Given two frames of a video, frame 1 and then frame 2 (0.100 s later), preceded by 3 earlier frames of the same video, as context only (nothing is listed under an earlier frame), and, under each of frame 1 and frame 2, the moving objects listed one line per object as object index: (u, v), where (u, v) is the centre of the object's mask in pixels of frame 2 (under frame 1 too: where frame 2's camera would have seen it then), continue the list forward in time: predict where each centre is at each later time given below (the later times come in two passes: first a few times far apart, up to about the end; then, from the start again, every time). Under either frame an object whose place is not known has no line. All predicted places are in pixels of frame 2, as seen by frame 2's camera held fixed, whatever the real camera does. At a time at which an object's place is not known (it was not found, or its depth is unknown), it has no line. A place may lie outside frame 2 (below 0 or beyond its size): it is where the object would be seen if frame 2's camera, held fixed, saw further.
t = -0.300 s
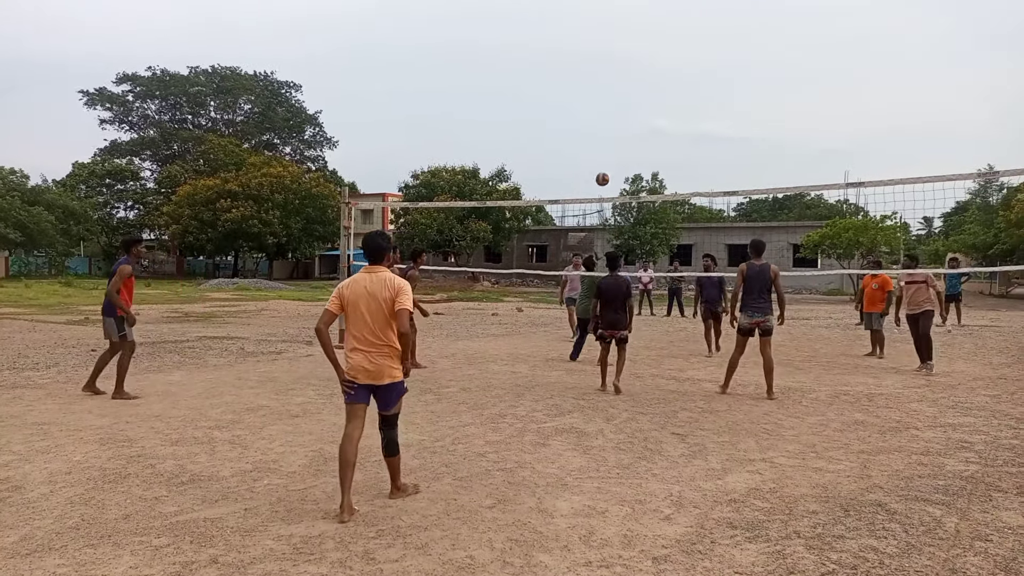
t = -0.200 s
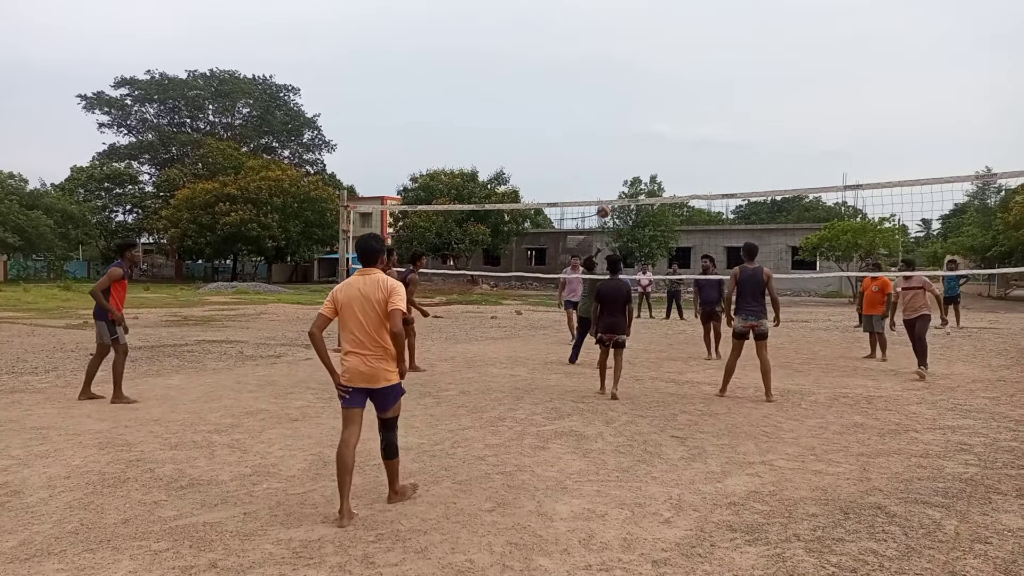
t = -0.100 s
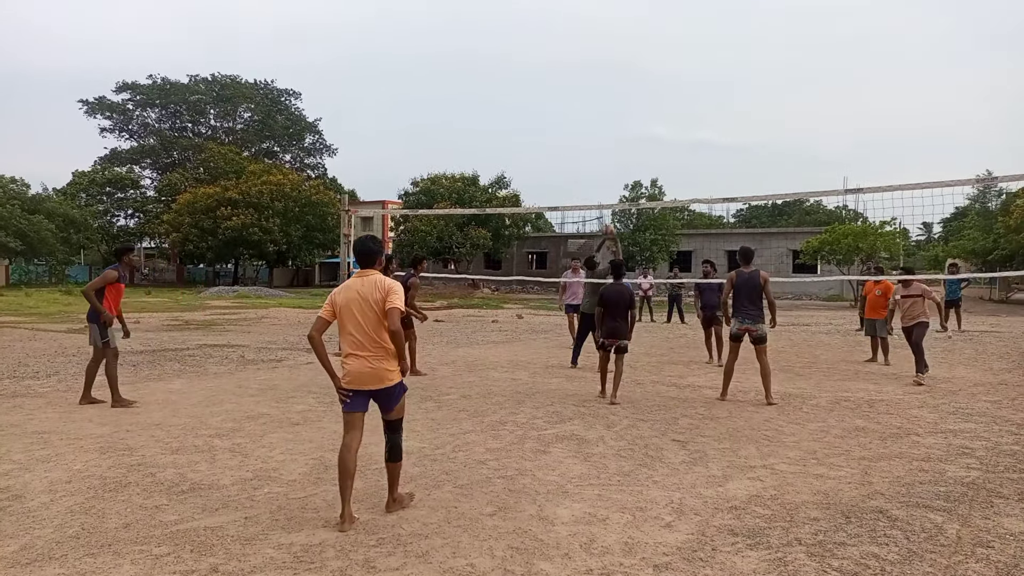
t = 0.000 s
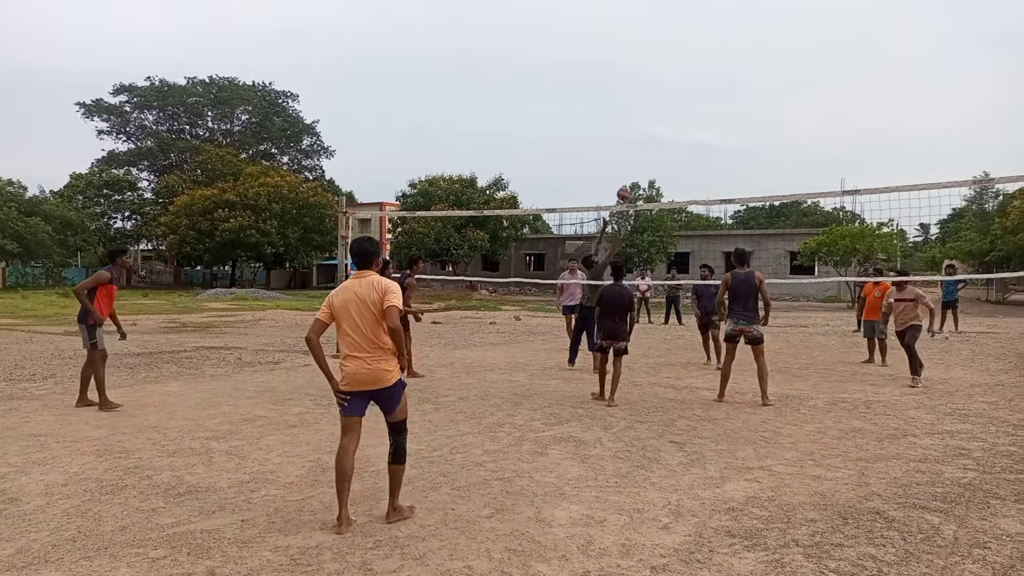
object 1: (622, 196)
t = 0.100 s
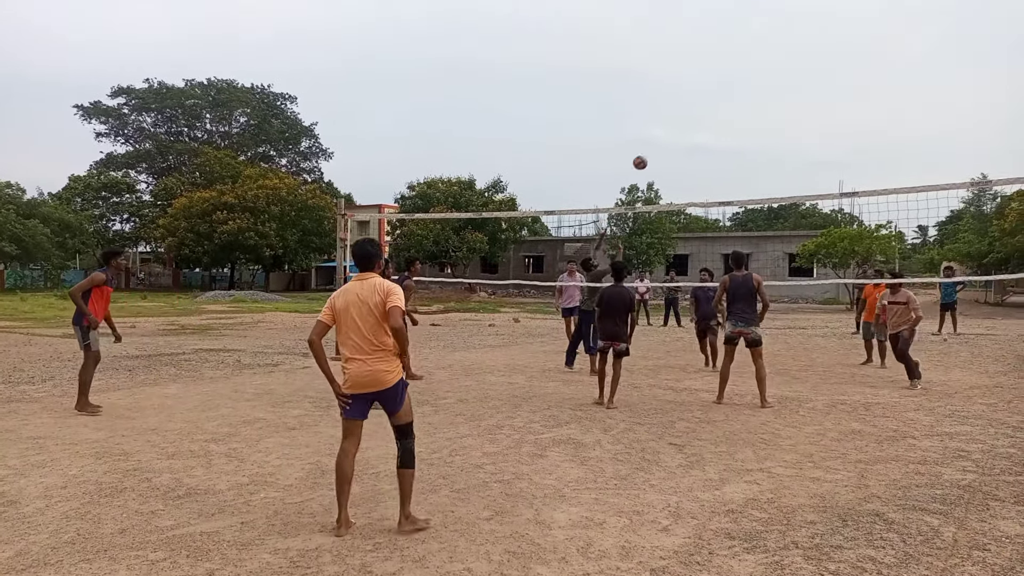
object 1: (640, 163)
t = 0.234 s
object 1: (663, 128)
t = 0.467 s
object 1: (702, 96)
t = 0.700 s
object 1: (739, 103)
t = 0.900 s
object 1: (769, 141)
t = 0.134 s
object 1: (646, 153)
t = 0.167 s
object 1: (652, 144)
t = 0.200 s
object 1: (657, 136)
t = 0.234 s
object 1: (663, 128)
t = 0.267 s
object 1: (669, 121)
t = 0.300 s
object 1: (674, 115)
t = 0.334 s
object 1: (680, 110)
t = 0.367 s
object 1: (685, 105)
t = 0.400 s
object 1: (691, 101)
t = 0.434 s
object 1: (696, 98)
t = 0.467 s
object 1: (702, 96)
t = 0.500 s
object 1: (707, 94)
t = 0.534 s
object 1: (713, 94)
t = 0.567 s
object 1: (719, 94)
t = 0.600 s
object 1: (724, 95)
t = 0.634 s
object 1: (729, 97)
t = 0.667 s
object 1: (734, 99)
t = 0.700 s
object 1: (739, 103)
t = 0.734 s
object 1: (744, 108)
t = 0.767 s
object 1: (749, 113)
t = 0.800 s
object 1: (755, 118)
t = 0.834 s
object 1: (759, 125)
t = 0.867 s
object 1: (764, 132)
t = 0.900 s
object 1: (769, 141)
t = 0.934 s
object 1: (774, 150)
